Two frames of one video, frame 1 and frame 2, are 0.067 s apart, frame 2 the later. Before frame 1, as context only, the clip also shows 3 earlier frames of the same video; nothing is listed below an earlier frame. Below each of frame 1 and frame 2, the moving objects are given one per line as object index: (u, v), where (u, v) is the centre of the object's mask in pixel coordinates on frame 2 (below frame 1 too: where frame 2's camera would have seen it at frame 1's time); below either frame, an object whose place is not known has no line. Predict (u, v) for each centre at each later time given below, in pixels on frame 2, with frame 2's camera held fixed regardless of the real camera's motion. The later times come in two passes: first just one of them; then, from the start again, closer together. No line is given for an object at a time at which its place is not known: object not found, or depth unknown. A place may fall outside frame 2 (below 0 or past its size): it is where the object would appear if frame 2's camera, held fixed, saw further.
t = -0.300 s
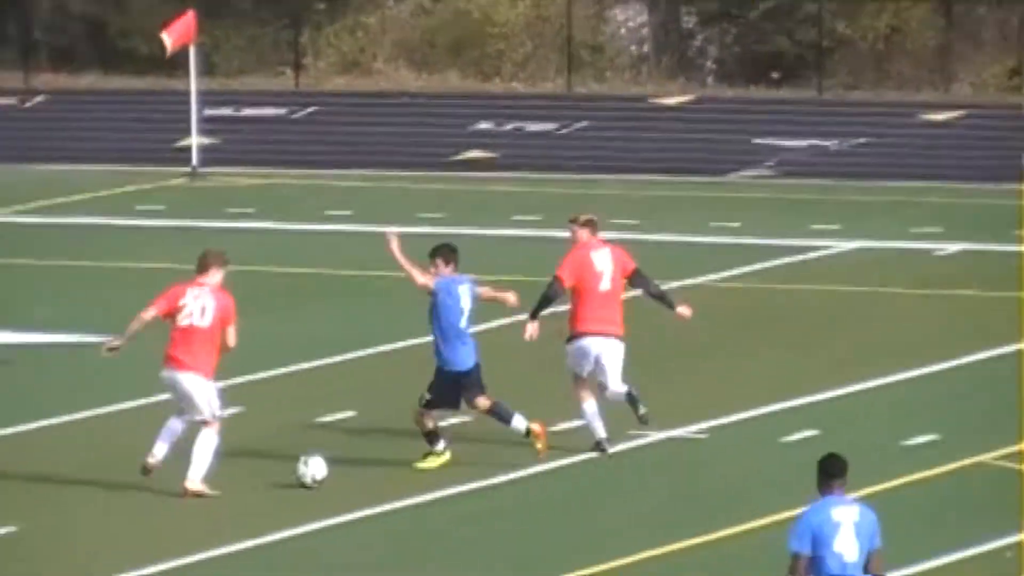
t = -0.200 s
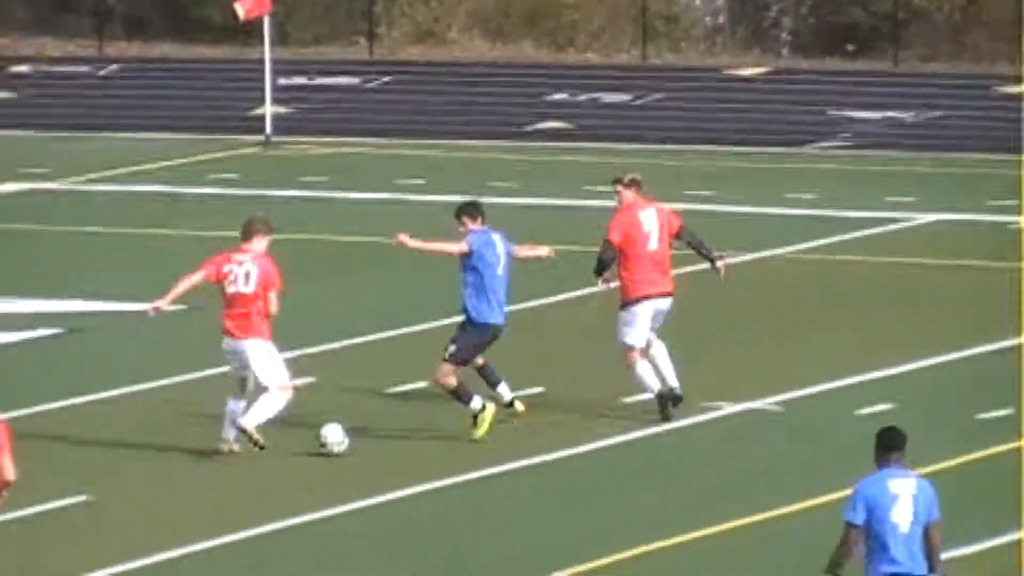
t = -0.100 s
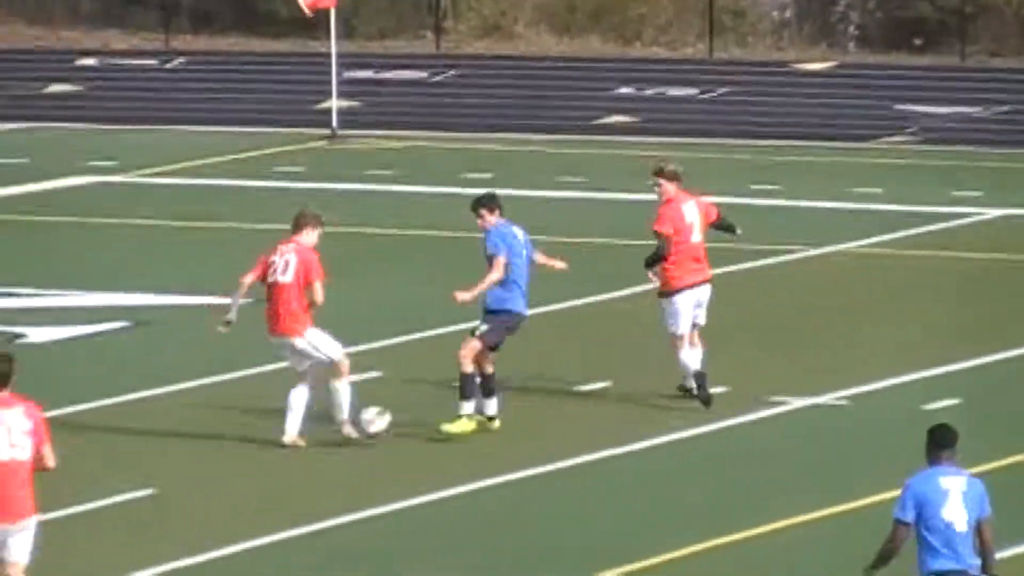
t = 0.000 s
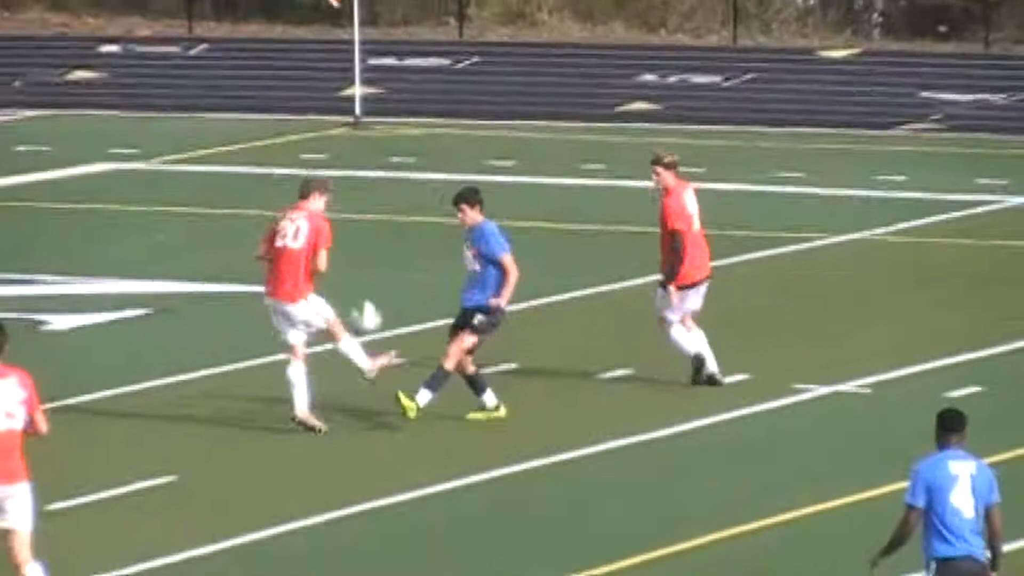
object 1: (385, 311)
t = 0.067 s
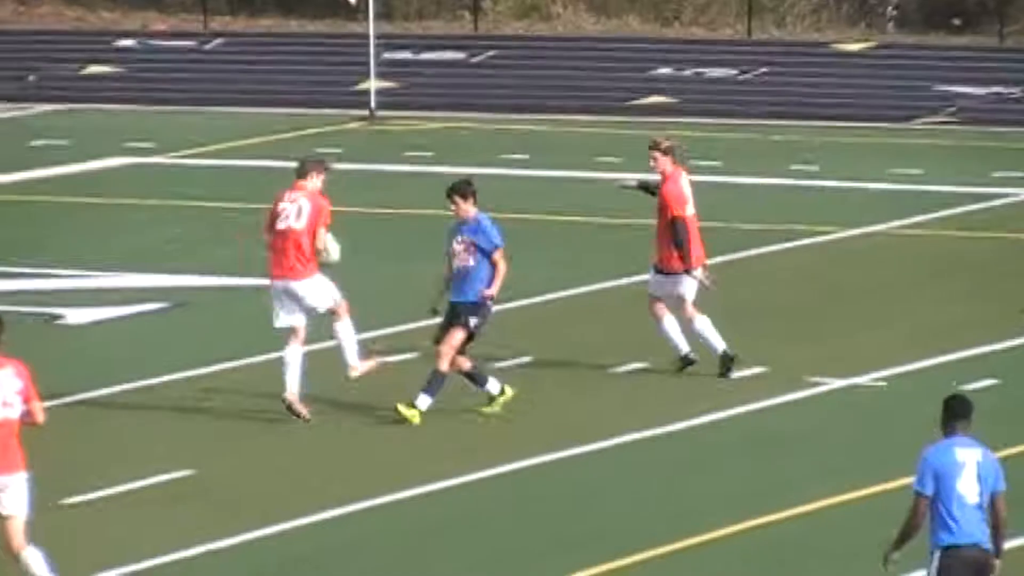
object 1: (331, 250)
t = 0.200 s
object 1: (221, 147)
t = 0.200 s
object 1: (221, 147)
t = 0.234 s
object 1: (197, 127)
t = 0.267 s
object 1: (170, 107)
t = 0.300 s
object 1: (146, 90)
